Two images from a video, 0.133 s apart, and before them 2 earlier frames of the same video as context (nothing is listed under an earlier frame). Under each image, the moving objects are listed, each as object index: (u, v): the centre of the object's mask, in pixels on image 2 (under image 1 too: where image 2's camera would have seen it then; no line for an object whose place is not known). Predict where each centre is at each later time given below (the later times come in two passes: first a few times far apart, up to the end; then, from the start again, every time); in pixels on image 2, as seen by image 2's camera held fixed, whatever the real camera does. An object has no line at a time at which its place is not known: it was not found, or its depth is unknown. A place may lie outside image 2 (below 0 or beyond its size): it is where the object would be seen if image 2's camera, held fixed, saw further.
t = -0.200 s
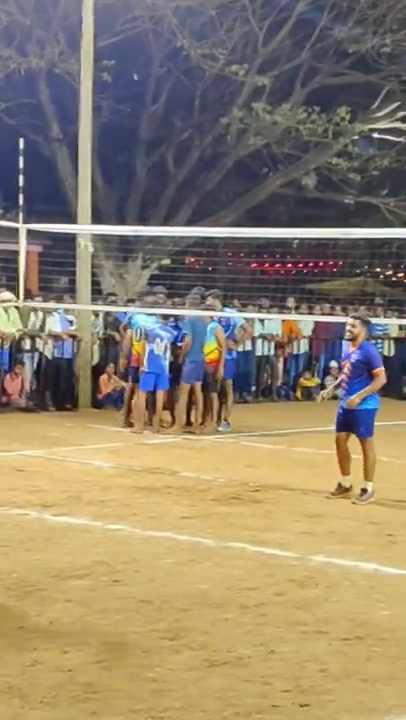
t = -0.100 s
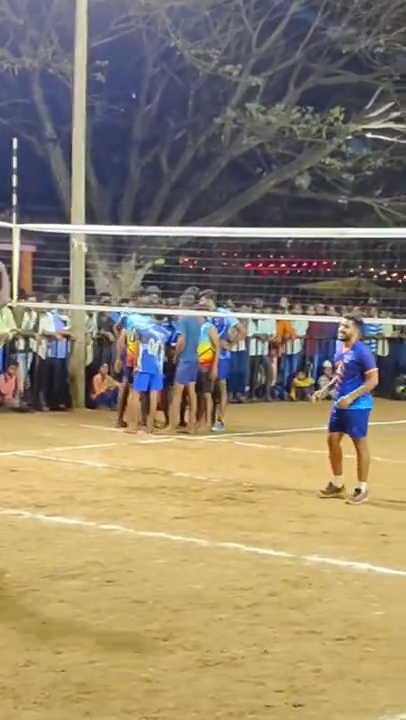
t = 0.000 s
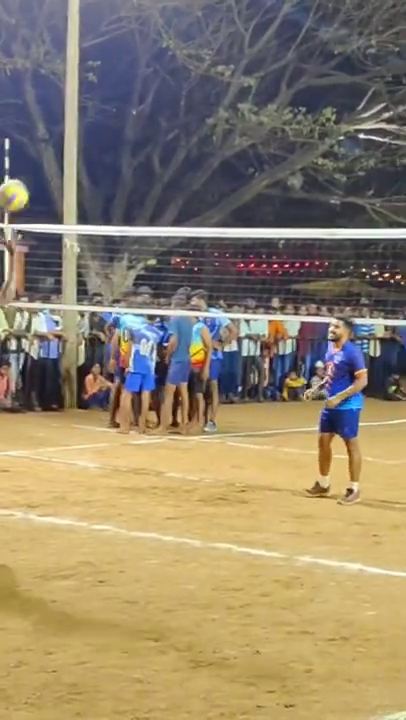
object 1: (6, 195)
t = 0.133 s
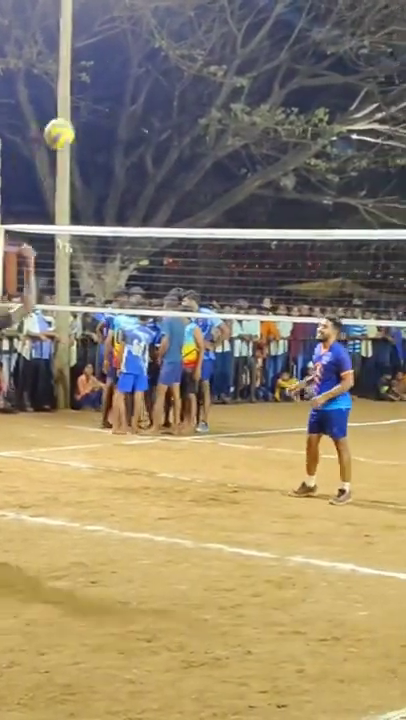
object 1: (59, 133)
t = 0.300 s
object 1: (120, 94)
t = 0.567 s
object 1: (205, 107)
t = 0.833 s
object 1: (277, 197)
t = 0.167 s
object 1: (73, 121)
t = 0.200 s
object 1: (85, 112)
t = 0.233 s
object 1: (96, 105)
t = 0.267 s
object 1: (109, 99)
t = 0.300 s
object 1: (120, 94)
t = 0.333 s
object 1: (132, 91)
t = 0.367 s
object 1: (143, 90)
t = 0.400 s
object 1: (154, 89)
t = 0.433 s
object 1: (165, 90)
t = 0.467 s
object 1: (175, 92)
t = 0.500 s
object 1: (185, 96)
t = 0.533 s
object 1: (195, 101)
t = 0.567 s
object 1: (205, 107)
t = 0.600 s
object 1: (215, 114)
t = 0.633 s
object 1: (225, 122)
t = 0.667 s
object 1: (234, 133)
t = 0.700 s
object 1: (243, 143)
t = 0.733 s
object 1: (251, 155)
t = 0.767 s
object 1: (260, 168)
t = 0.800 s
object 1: (268, 182)
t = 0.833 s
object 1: (277, 197)
